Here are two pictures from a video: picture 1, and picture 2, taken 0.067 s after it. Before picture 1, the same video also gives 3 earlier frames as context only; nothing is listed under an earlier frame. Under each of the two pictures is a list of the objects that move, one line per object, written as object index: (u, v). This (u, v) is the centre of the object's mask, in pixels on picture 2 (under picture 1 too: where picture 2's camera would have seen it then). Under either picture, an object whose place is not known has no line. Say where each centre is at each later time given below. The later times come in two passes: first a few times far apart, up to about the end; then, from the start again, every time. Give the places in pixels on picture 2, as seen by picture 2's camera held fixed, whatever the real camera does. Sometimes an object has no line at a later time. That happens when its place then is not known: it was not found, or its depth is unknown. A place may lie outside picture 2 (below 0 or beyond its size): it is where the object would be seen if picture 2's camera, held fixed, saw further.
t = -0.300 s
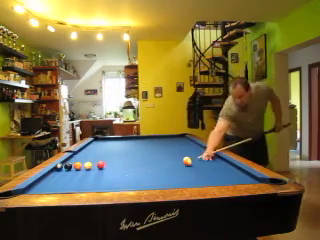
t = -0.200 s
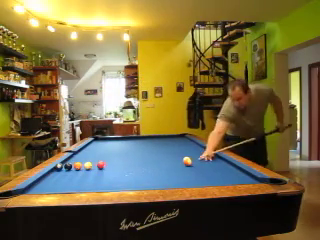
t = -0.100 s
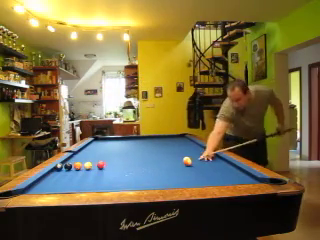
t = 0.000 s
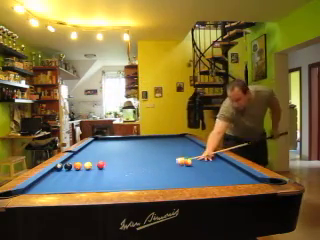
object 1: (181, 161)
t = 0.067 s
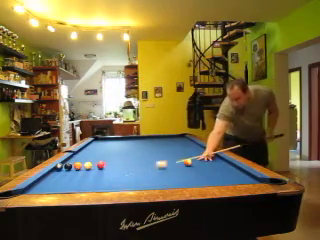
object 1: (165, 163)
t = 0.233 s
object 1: (113, 172)
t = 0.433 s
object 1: (39, 184)
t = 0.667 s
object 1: (72, 187)
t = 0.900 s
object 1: (117, 178)
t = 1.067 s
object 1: (144, 172)
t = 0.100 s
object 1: (152, 165)
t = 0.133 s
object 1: (142, 167)
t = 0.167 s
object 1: (133, 168)
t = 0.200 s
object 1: (124, 170)
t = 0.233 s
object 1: (113, 172)
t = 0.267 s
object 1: (102, 174)
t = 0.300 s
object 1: (90, 176)
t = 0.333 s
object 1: (78, 177)
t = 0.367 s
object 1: (66, 180)
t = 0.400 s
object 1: (53, 181)
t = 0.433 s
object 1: (39, 184)
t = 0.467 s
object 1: (37, 186)
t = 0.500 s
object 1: (41, 187)
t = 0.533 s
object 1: (45, 188)
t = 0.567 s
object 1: (49, 189)
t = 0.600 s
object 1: (57, 188)
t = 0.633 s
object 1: (65, 187)
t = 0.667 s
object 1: (72, 187)
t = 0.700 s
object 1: (79, 185)
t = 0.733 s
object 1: (87, 184)
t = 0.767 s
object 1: (93, 183)
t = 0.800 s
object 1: (100, 181)
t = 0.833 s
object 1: (106, 180)
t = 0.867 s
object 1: (112, 179)
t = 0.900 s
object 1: (117, 178)
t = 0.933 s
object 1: (123, 176)
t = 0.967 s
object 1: (129, 176)
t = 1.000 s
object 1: (134, 175)
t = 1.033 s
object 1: (139, 173)
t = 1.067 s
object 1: (144, 172)
